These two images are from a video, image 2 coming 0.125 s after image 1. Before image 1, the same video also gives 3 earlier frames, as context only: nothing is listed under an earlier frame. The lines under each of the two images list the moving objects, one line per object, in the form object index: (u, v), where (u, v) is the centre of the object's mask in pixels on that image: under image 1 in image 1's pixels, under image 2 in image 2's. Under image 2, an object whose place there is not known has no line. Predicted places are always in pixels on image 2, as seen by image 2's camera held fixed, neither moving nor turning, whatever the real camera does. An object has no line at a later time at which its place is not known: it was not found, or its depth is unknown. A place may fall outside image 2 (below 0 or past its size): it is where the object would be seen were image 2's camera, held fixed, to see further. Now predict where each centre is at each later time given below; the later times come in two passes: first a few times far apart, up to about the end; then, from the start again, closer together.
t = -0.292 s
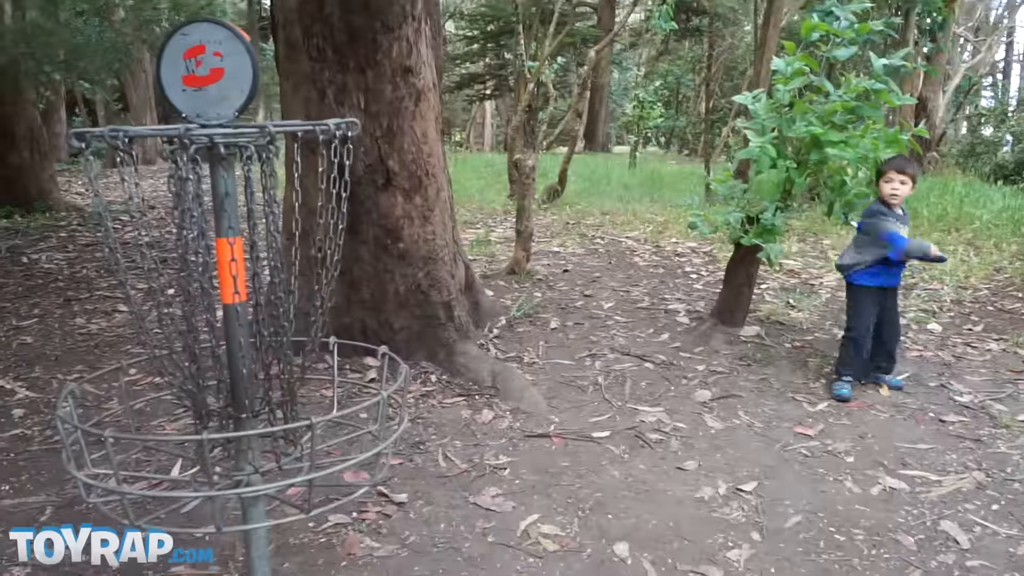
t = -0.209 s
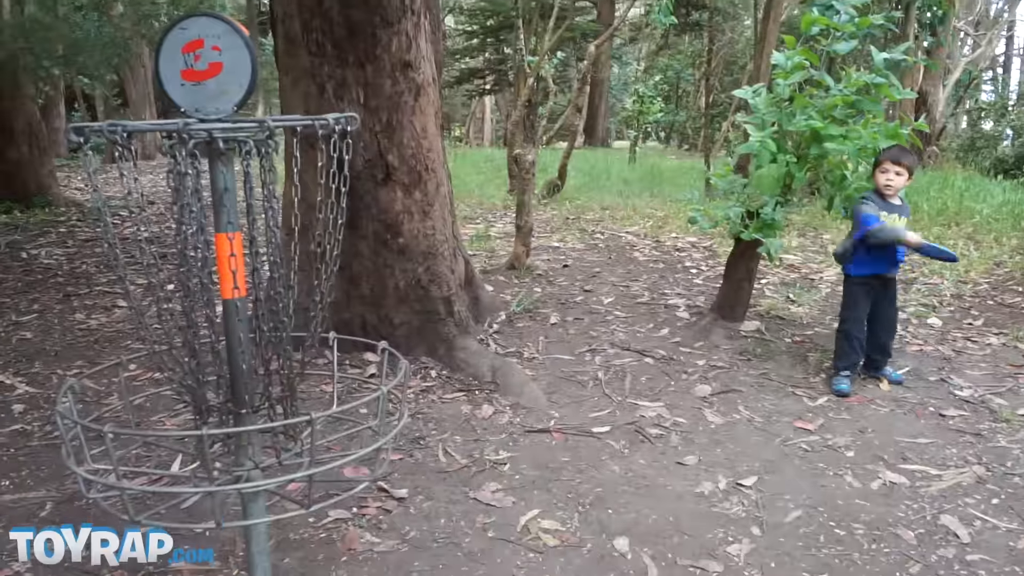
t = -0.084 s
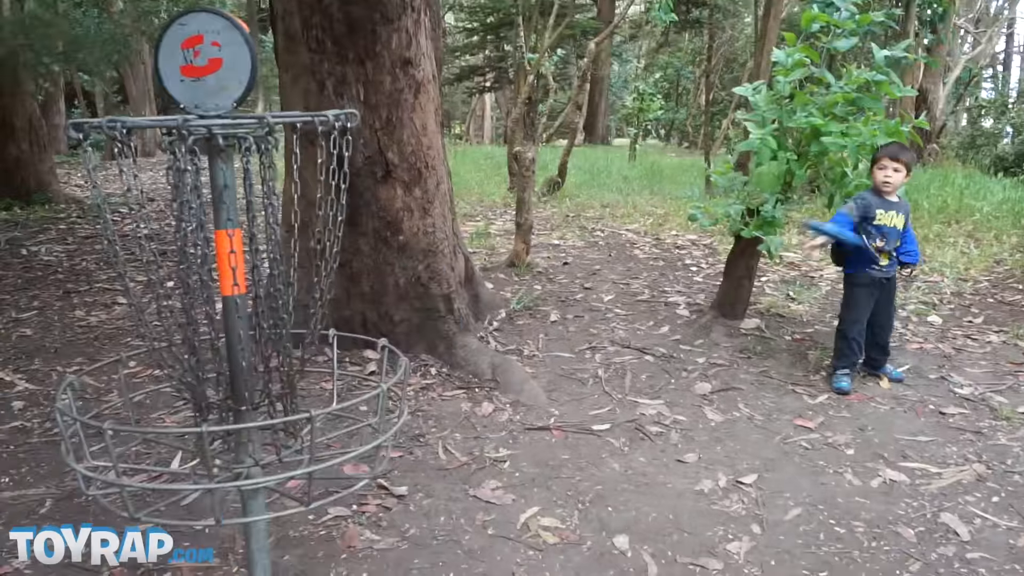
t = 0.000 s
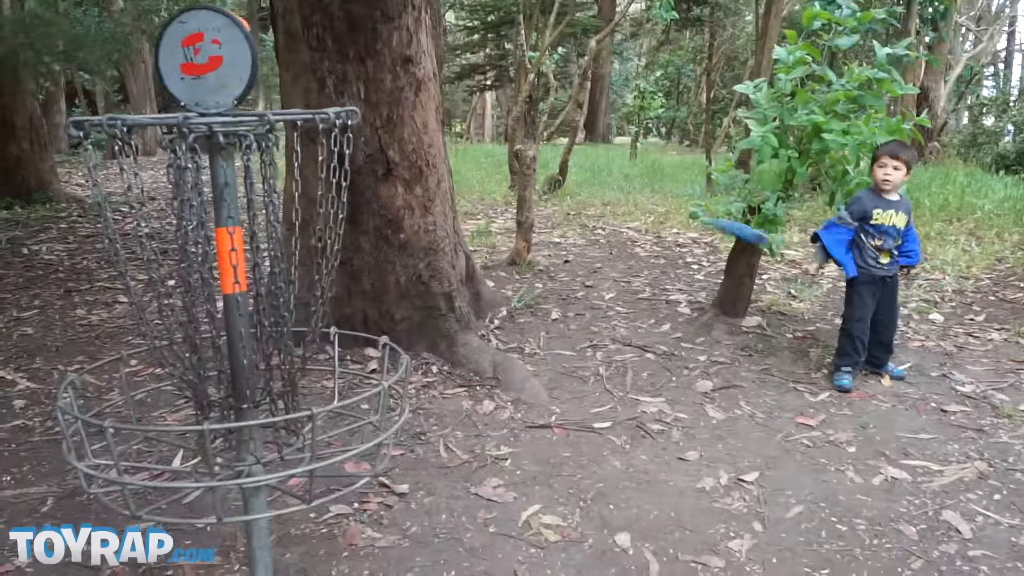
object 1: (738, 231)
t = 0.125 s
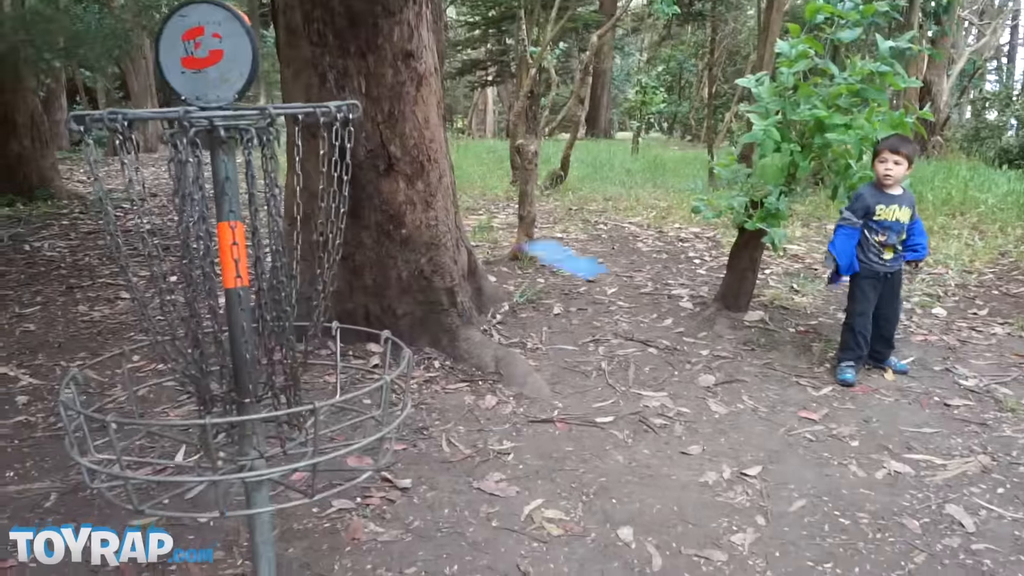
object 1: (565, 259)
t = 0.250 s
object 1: (362, 317)
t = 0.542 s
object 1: (549, 329)
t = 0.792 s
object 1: (692, 562)
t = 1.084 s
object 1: (776, 546)
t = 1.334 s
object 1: (788, 569)
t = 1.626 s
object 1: (788, 570)
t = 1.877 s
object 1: (788, 570)
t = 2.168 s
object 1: (787, 570)
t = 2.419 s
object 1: (787, 570)
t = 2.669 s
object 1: (787, 569)
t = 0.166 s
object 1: (498, 279)
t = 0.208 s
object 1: (425, 305)
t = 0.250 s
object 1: (362, 317)
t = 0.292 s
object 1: (385, 299)
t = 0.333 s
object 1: (409, 290)
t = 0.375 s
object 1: (441, 288)
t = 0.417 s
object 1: (472, 284)
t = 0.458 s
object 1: (498, 292)
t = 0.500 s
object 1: (523, 305)
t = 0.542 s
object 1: (549, 329)
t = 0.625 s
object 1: (602, 393)
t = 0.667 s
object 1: (630, 436)
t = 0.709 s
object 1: (654, 479)
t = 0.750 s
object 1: (674, 529)
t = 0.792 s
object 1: (692, 562)
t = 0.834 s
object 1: (705, 540)
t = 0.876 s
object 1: (717, 526)
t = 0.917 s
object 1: (729, 519)
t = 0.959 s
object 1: (741, 517)
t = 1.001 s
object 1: (752, 521)
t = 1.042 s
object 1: (766, 531)
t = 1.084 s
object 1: (776, 546)
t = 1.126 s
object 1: (780, 554)
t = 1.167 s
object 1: (784, 565)
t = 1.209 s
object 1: (786, 568)
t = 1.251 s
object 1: (787, 565)
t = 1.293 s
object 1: (787, 565)
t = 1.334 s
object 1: (788, 569)
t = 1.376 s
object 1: (788, 570)
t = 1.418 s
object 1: (788, 570)
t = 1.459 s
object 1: (788, 570)
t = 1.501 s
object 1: (788, 570)
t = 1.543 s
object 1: (788, 570)
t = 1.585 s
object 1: (788, 570)
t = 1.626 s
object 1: (788, 570)
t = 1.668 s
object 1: (788, 570)
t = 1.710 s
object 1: (788, 570)
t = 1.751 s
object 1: (788, 570)
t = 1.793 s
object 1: (788, 570)
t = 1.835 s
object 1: (788, 570)
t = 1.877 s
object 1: (788, 570)
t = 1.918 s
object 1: (788, 570)
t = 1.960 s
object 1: (788, 570)
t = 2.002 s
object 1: (788, 570)
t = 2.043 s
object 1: (788, 570)
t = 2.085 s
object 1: (787, 570)
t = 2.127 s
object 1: (787, 570)
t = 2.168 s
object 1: (787, 570)
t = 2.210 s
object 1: (787, 570)
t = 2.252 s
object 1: (787, 570)
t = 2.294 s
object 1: (788, 570)
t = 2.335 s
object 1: (787, 570)
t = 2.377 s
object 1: (787, 569)
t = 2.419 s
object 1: (787, 570)
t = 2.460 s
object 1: (787, 569)
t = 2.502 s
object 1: (787, 569)
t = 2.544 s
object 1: (787, 569)
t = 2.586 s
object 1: (787, 569)
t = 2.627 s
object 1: (787, 569)
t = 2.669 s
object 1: (787, 569)
